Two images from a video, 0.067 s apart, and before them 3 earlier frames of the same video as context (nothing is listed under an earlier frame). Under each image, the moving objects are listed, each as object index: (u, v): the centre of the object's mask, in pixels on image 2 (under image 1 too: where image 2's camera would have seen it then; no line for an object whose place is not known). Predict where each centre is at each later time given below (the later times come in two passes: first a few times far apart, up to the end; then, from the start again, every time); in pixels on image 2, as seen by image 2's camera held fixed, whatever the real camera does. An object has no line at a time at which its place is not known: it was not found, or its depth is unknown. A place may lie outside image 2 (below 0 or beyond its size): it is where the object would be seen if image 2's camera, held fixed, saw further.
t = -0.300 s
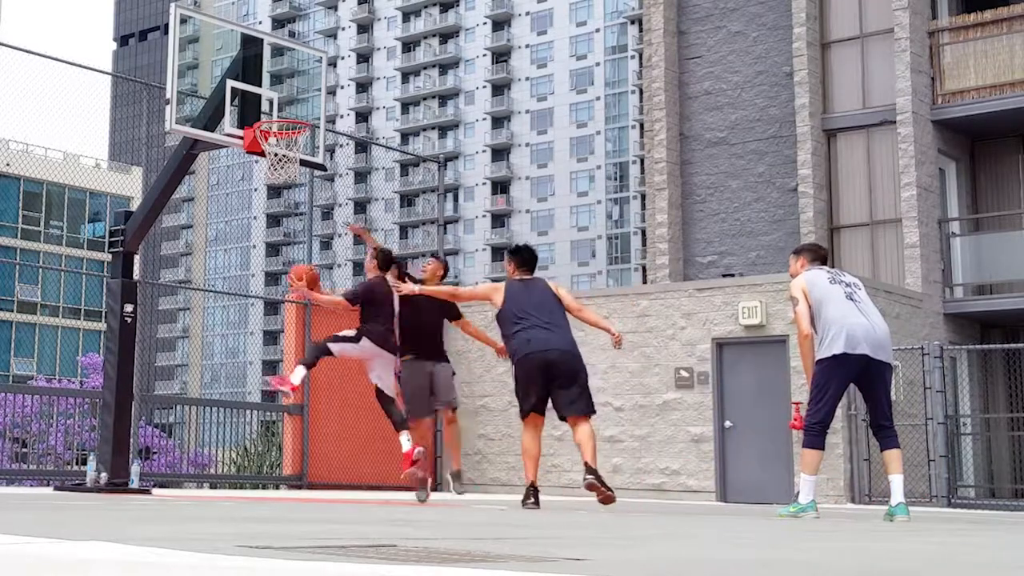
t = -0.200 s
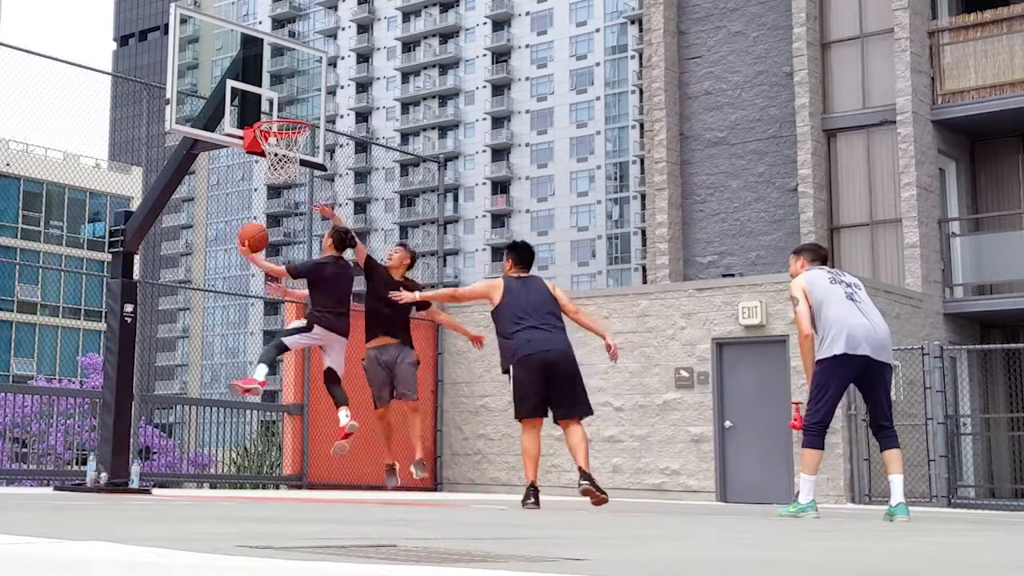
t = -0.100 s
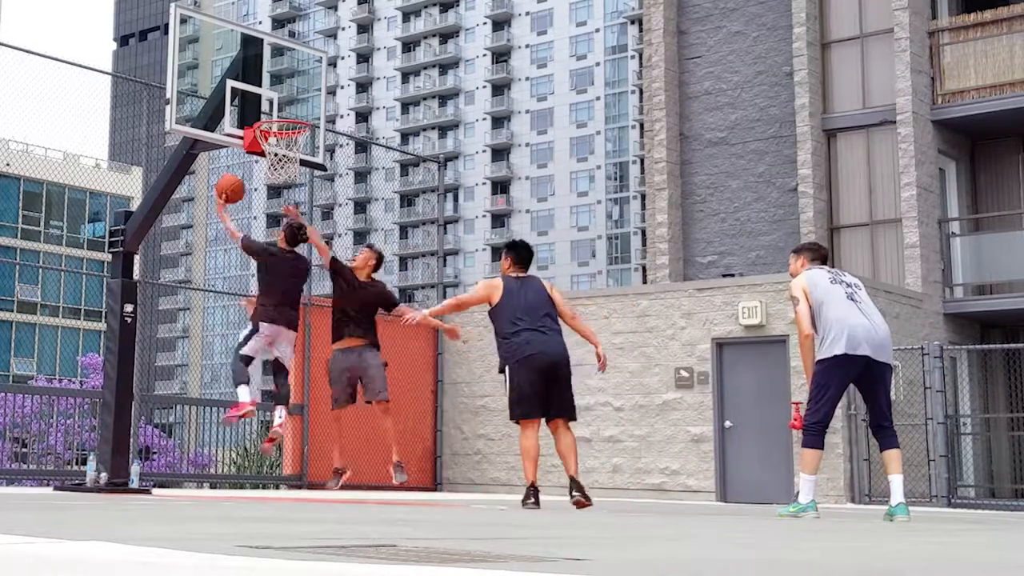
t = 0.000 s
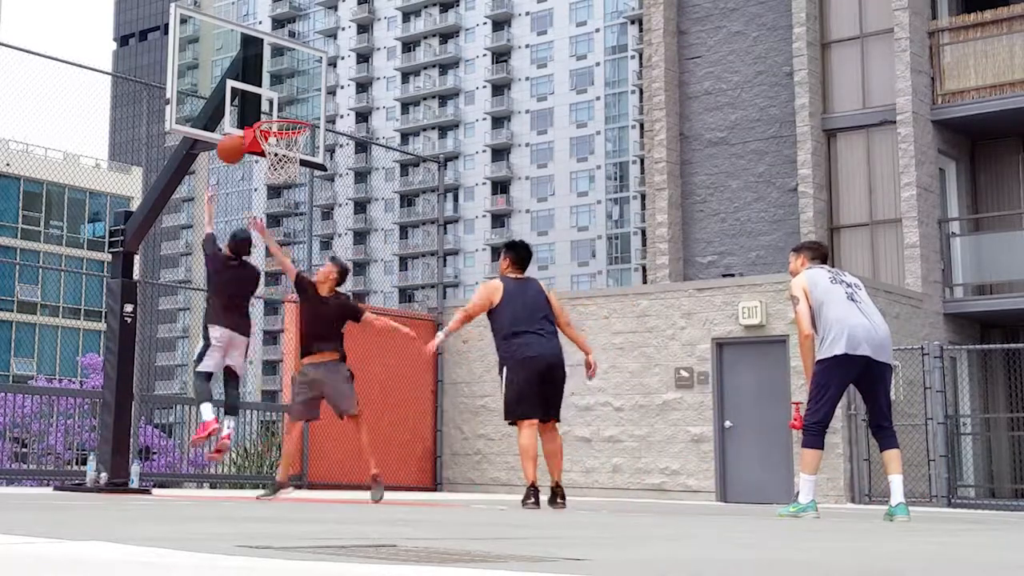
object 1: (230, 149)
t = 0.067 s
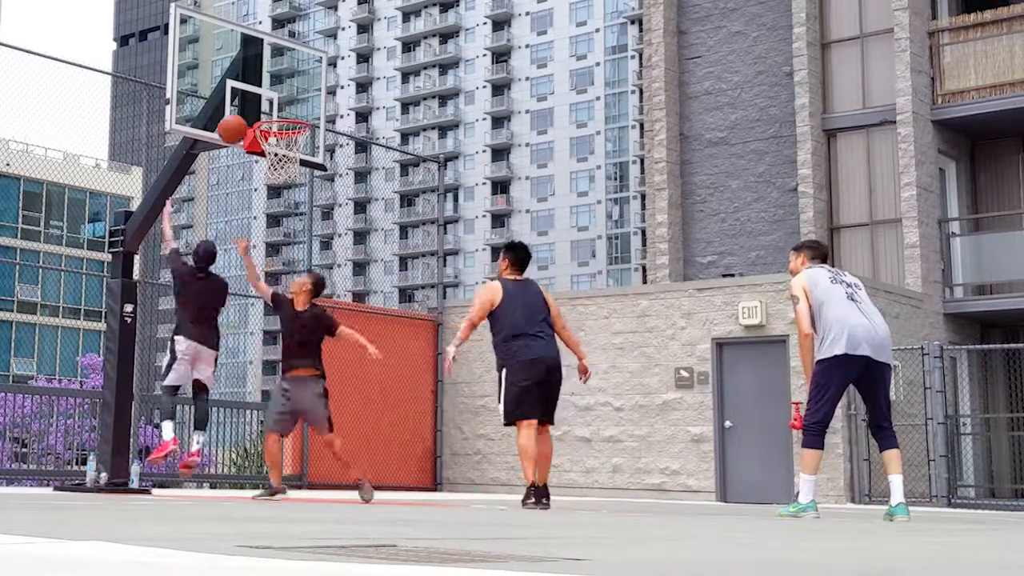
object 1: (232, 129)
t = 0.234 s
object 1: (236, 105)
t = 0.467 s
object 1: (263, 108)
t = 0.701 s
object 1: (302, 159)
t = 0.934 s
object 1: (300, 210)
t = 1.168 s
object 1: (295, 327)
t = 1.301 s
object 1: (294, 426)
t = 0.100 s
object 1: (233, 121)
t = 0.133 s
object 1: (234, 115)
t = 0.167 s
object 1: (234, 111)
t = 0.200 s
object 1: (235, 107)
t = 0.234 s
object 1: (236, 105)
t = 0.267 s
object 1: (236, 104)
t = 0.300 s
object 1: (236, 104)
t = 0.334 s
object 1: (238, 104)
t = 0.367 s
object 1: (244, 104)
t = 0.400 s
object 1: (249, 104)
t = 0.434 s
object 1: (256, 107)
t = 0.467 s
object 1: (263, 108)
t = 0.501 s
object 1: (268, 111)
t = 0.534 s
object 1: (275, 113)
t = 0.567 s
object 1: (282, 115)
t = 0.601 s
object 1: (288, 135)
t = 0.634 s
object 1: (295, 143)
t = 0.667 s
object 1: (300, 151)
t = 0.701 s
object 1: (302, 159)
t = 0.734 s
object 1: (301, 167)
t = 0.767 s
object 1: (301, 166)
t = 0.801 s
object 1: (301, 172)
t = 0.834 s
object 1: (301, 178)
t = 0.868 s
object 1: (300, 188)
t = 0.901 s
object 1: (300, 198)
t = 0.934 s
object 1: (300, 210)
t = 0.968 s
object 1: (299, 222)
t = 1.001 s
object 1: (298, 235)
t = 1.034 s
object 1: (297, 251)
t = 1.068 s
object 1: (296, 268)
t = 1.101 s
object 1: (296, 286)
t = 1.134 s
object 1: (295, 306)
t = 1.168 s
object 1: (295, 327)
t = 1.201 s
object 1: (295, 350)
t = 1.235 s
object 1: (294, 373)
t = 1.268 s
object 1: (294, 400)
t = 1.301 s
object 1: (294, 426)
